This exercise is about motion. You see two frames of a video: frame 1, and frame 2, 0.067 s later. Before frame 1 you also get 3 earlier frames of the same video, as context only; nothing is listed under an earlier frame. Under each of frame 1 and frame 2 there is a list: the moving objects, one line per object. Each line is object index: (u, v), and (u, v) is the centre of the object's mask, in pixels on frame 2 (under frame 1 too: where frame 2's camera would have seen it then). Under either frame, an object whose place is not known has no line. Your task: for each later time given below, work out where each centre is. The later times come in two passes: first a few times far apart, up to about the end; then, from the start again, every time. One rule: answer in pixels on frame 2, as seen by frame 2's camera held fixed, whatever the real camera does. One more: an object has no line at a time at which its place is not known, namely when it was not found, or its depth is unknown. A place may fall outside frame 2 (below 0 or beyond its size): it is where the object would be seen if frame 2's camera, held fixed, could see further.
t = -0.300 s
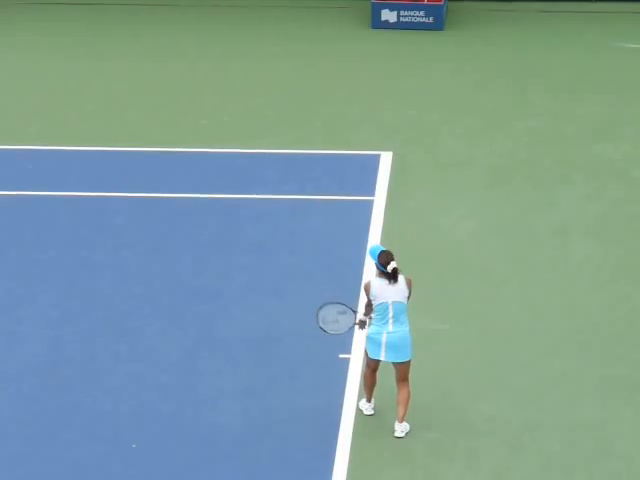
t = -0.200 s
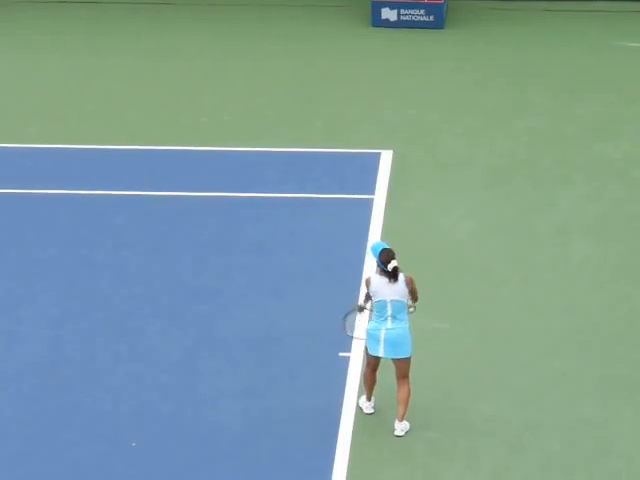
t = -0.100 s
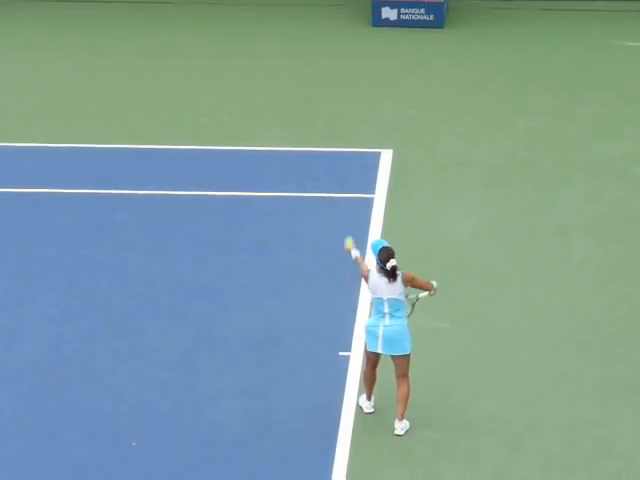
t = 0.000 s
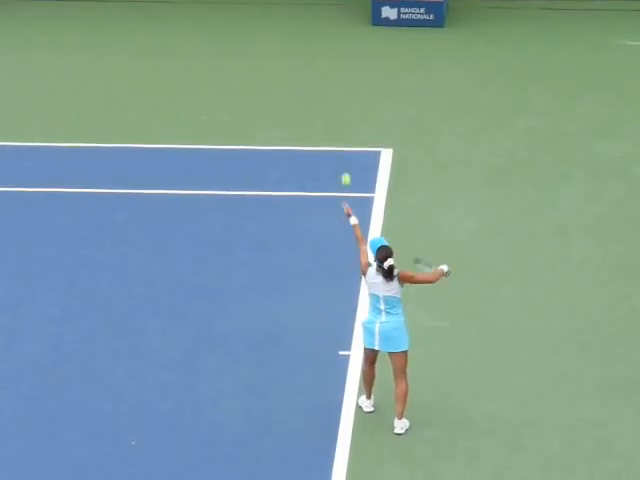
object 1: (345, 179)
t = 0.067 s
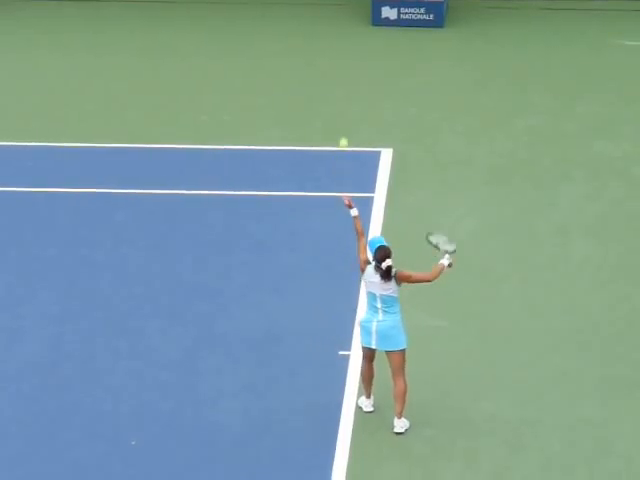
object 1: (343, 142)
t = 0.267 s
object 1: (337, 68)
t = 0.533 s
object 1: (330, 36)
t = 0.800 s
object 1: (324, 84)
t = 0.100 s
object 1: (342, 128)
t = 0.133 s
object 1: (341, 114)
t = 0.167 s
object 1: (340, 101)
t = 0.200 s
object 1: (339, 89)
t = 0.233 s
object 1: (338, 78)
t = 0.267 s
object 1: (337, 68)
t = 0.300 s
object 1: (336, 59)
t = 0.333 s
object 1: (335, 52)
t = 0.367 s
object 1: (334, 47)
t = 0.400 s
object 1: (333, 42)
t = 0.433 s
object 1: (332, 39)
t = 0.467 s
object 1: (331, 36)
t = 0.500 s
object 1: (331, 35)
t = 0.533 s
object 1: (330, 36)
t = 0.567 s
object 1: (329, 38)
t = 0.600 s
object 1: (328, 40)
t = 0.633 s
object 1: (327, 45)
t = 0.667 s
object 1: (327, 50)
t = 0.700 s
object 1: (326, 57)
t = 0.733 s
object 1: (325, 64)
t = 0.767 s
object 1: (325, 73)
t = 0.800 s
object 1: (324, 84)
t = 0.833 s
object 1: (324, 95)
